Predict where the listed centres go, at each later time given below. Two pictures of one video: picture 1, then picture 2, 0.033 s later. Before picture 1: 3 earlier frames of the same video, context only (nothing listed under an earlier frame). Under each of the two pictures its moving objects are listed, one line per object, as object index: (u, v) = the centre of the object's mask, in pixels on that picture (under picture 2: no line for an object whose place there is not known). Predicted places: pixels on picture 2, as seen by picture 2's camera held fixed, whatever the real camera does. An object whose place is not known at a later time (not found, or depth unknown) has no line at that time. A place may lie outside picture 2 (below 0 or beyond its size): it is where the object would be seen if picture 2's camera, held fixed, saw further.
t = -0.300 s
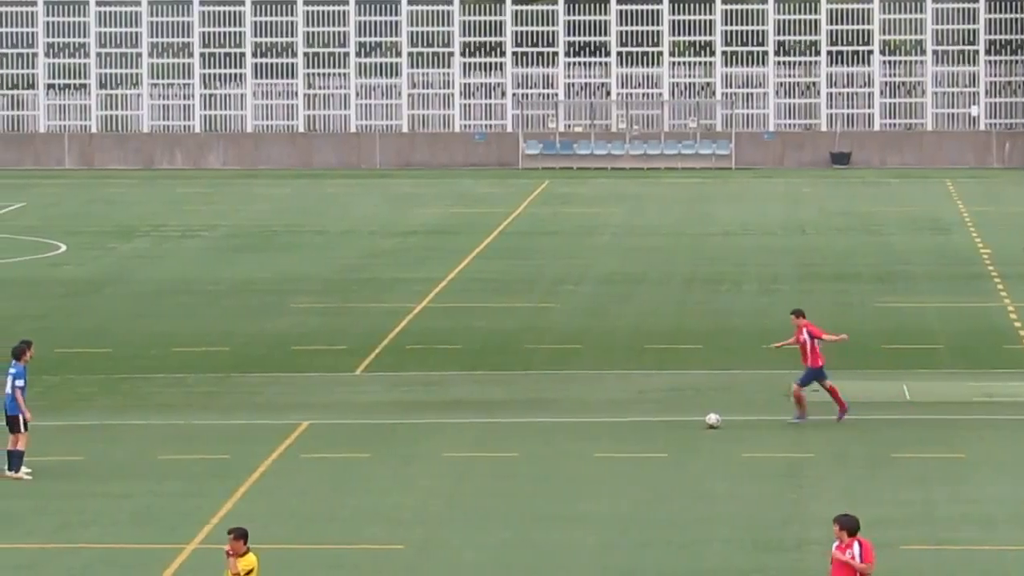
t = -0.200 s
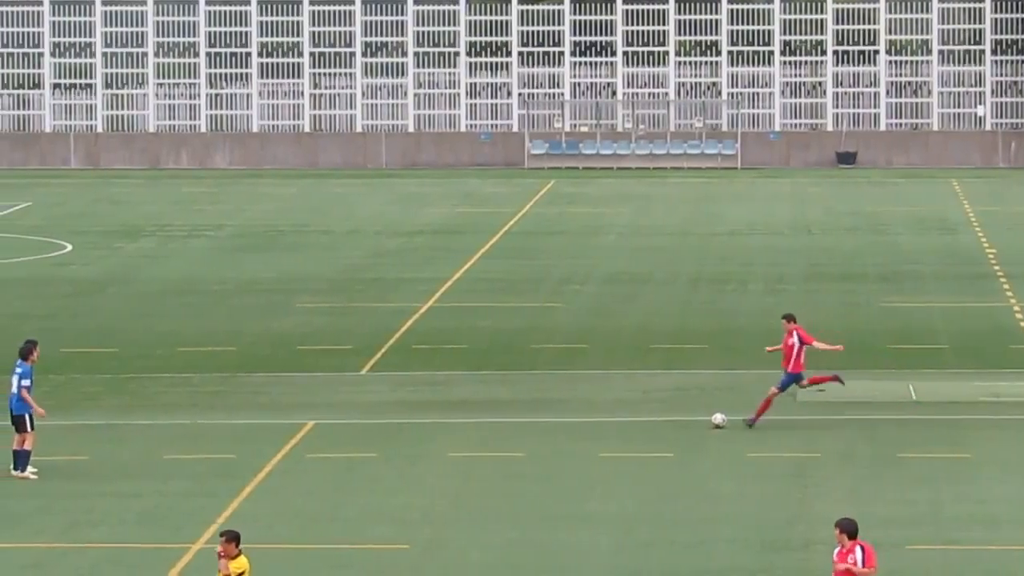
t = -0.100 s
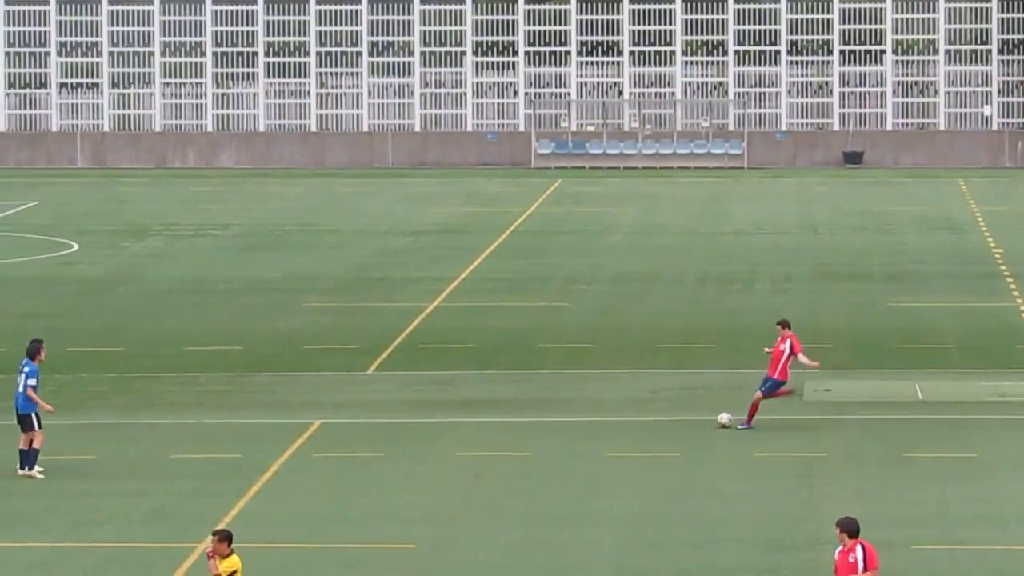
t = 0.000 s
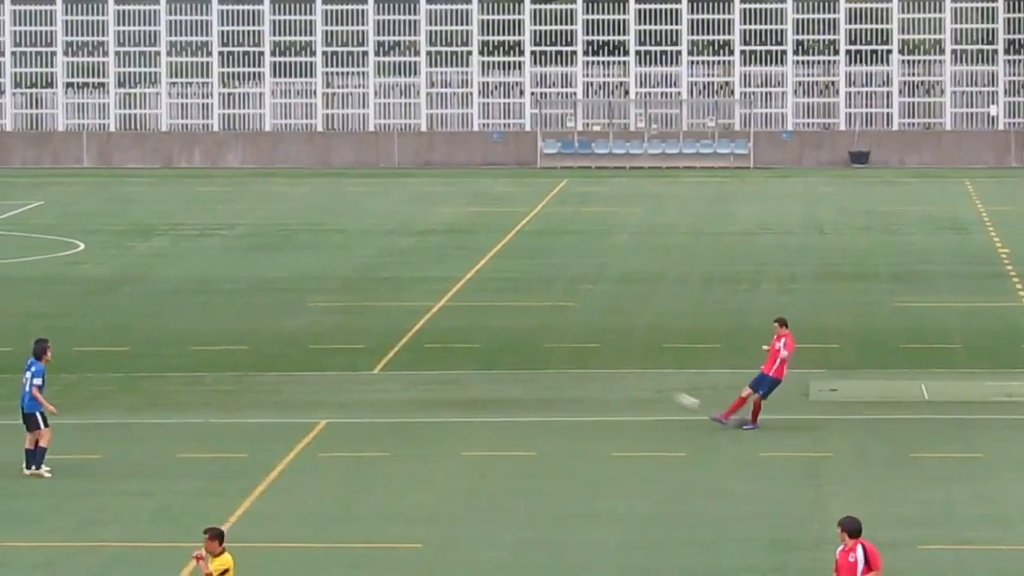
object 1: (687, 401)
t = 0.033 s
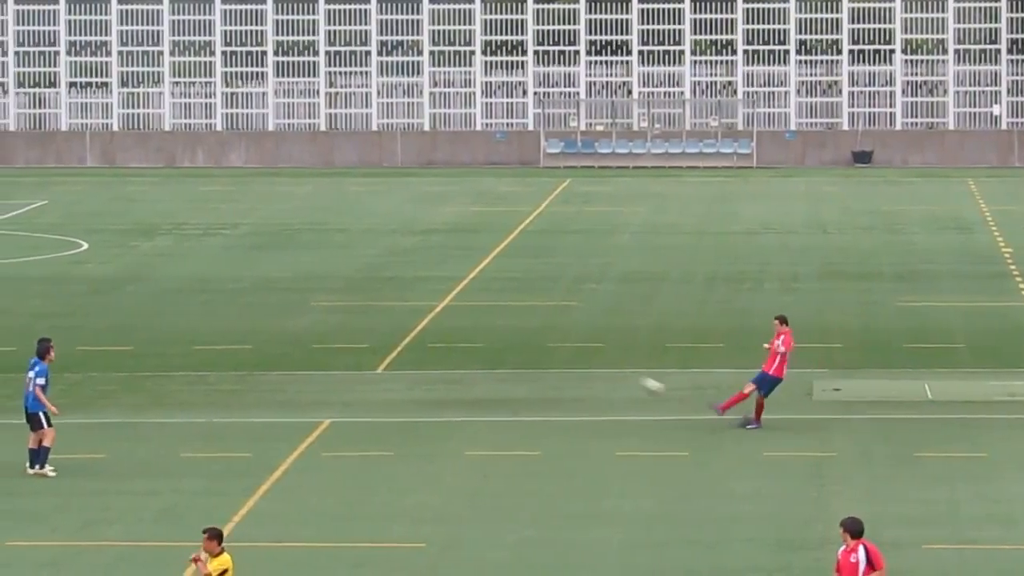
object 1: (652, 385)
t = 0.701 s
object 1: (-123, 139)
